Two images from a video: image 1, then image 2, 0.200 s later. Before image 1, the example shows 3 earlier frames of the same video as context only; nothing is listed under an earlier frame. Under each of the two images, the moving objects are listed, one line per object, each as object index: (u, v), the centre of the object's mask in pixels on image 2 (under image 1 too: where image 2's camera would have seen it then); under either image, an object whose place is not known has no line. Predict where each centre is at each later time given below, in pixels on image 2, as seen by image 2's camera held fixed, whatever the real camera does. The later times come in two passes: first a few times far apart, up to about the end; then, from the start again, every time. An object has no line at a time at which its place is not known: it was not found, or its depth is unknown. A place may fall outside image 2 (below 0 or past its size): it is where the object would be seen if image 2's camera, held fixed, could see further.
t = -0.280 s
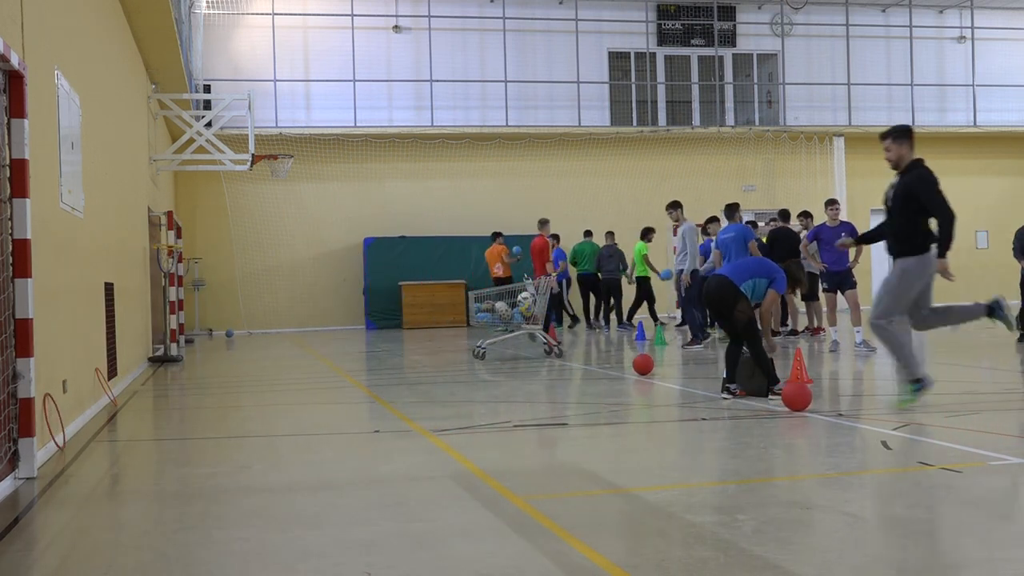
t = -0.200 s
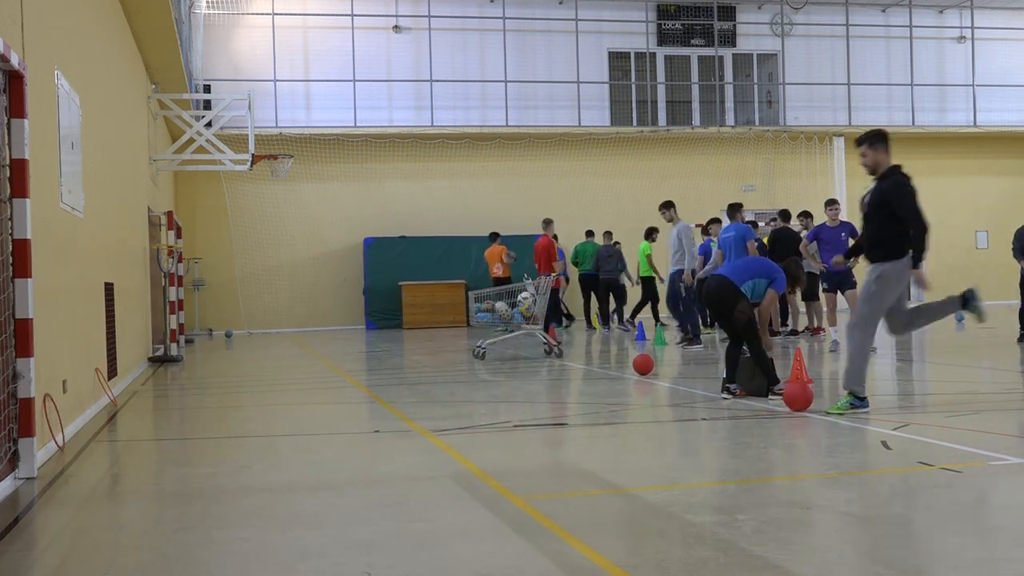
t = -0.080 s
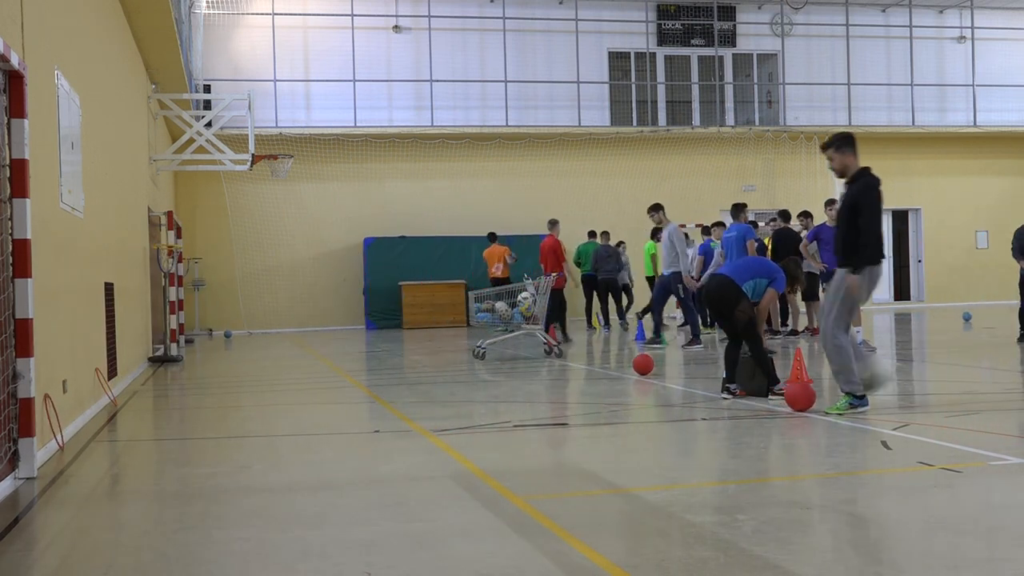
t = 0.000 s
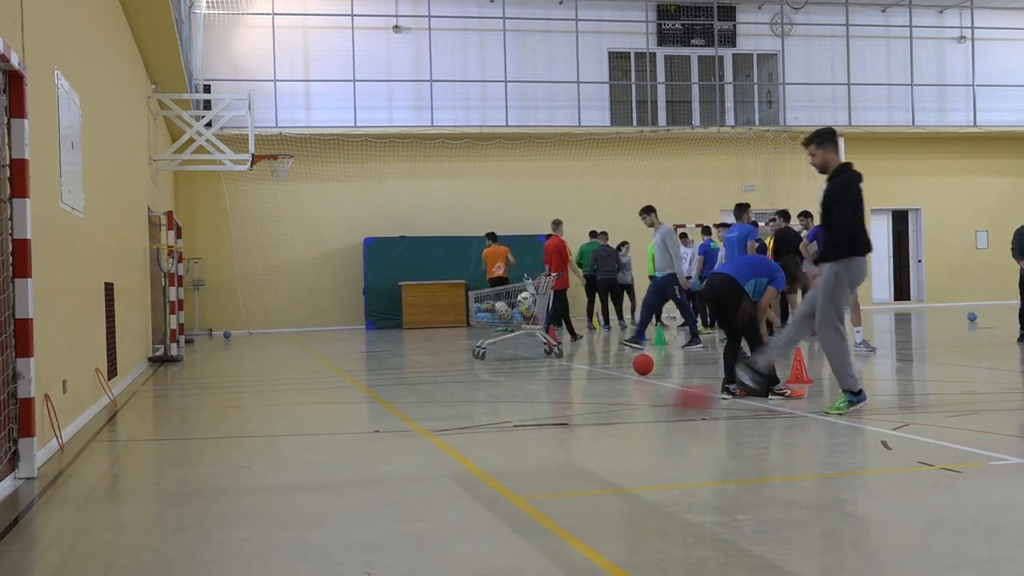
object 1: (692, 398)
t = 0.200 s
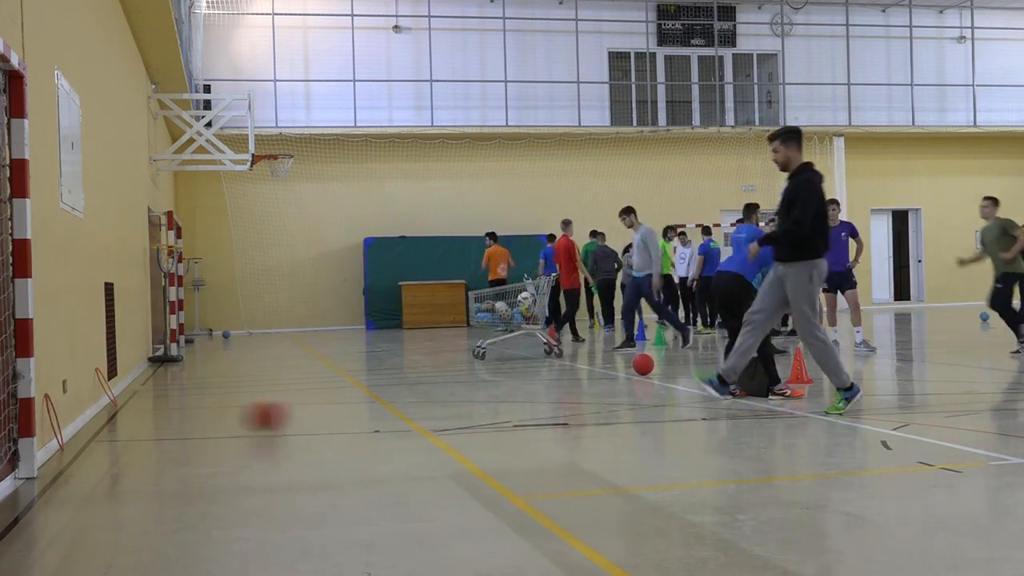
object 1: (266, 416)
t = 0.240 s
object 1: (187, 418)
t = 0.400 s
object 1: (146, 385)
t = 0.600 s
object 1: (307, 349)
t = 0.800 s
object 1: (451, 370)
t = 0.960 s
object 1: (531, 380)
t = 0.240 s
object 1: (187, 418)
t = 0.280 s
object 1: (107, 424)
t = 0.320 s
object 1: (76, 416)
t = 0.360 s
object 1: (111, 399)
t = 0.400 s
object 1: (146, 385)
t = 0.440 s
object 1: (178, 373)
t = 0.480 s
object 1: (212, 364)
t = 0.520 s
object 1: (246, 357)
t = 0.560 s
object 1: (276, 352)
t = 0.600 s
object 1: (307, 349)
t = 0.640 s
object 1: (336, 349)
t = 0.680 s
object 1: (366, 352)
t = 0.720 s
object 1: (395, 356)
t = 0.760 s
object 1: (423, 362)
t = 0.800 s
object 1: (451, 370)
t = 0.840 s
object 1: (478, 381)
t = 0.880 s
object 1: (503, 393)
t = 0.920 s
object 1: (520, 390)
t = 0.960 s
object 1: (531, 380)
